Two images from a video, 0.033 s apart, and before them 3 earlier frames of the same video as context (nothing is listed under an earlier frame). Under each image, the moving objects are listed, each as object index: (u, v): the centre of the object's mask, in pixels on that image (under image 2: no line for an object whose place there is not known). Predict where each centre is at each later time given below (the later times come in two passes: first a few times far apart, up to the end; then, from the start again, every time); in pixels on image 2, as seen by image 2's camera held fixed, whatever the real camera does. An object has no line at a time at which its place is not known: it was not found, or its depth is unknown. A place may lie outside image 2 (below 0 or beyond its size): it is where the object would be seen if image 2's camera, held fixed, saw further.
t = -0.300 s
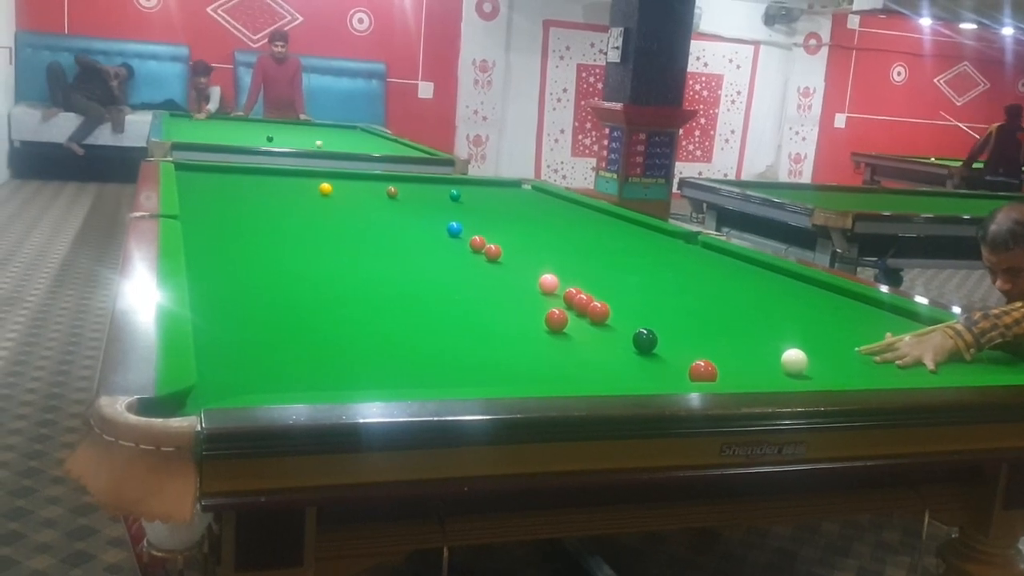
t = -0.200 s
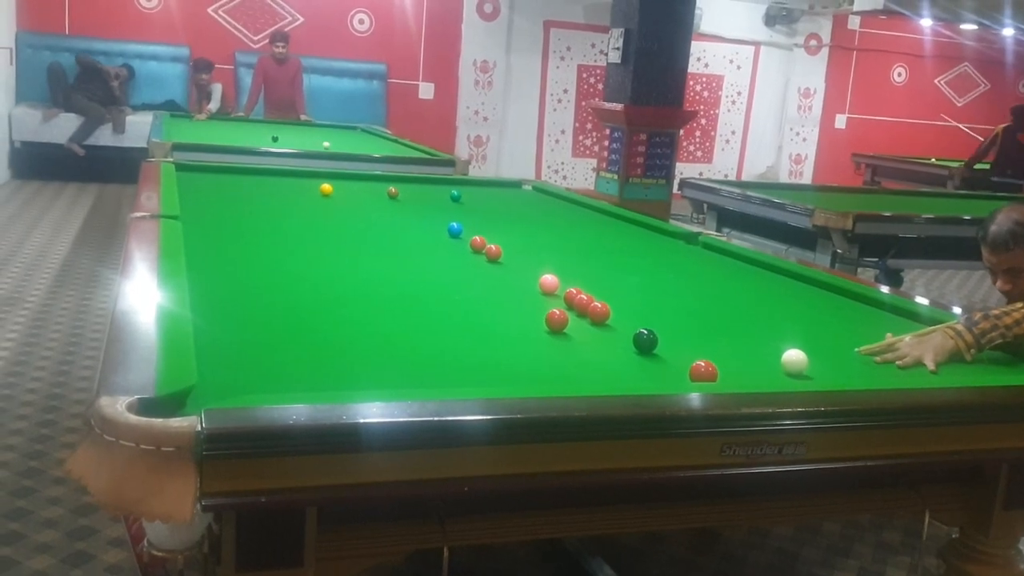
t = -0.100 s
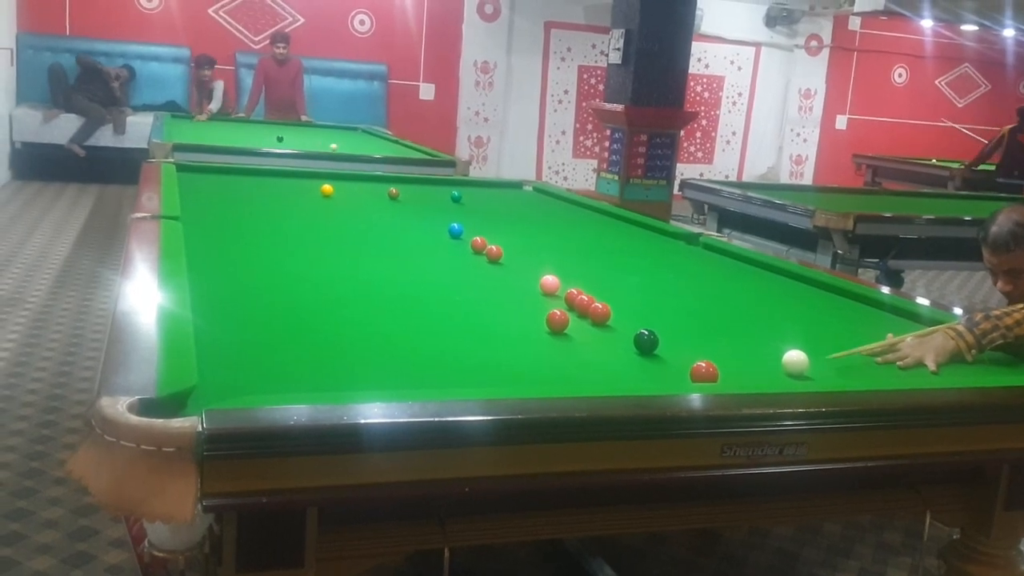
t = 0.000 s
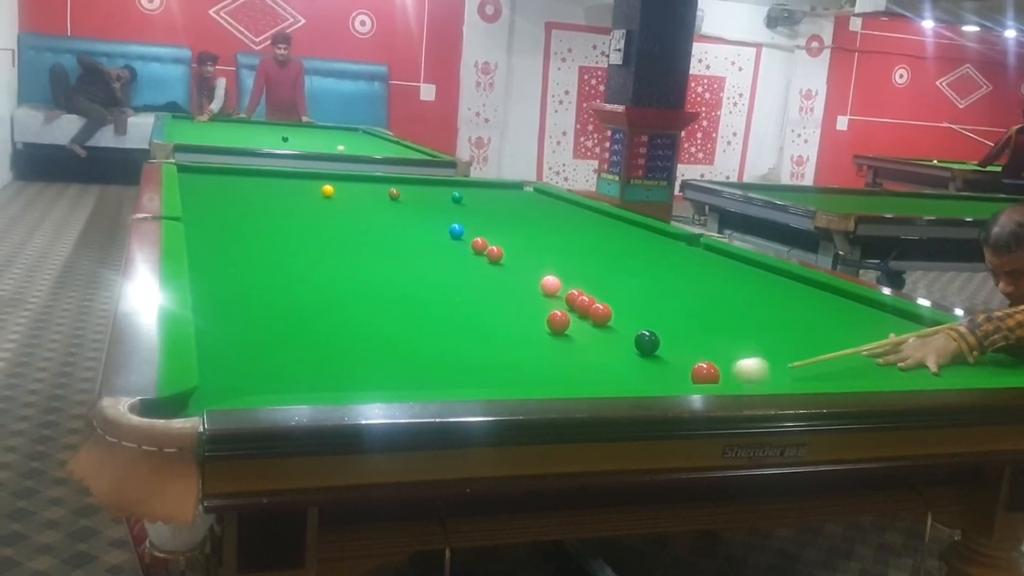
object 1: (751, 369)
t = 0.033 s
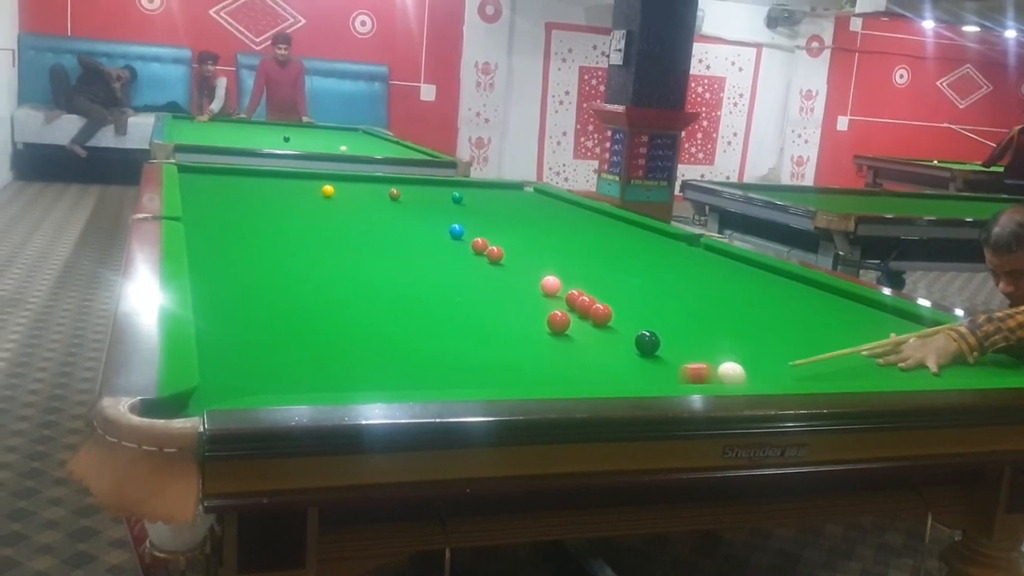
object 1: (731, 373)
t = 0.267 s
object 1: (745, 376)
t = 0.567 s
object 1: (740, 369)
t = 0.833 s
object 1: (738, 360)
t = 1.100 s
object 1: (736, 353)
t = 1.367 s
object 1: (735, 348)
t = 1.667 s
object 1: (734, 344)
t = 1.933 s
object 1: (734, 341)
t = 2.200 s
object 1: (735, 340)
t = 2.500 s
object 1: (735, 339)
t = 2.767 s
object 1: (735, 340)
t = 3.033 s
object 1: (735, 339)
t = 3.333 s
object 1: (735, 339)
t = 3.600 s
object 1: (735, 339)
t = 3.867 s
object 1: (735, 340)
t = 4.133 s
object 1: (734, 339)
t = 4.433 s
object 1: (734, 339)
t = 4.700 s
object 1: (735, 340)
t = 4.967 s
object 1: (735, 340)
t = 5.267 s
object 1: (735, 340)
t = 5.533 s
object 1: (735, 340)
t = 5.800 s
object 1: (735, 339)
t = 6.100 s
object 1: (735, 339)
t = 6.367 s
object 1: (735, 339)
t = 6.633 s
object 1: (735, 340)
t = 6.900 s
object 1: (735, 339)
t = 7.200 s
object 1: (735, 339)
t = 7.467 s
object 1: (735, 340)
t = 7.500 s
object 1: (735, 340)
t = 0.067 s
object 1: (736, 375)
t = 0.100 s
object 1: (740, 376)
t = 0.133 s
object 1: (744, 378)
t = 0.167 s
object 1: (747, 378)
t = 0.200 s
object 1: (747, 378)
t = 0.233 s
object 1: (746, 377)
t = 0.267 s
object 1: (745, 376)
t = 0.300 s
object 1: (745, 375)
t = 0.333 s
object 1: (744, 375)
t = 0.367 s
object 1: (743, 373)
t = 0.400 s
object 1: (743, 372)
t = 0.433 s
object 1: (743, 372)
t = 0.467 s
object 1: (742, 371)
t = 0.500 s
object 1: (742, 370)
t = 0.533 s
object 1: (741, 369)
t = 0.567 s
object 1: (740, 369)
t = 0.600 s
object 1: (740, 367)
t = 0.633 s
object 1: (740, 366)
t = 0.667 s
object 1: (739, 365)
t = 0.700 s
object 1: (739, 364)
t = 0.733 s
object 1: (739, 363)
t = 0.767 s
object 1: (738, 362)
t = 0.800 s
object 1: (738, 361)
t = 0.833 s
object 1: (738, 360)
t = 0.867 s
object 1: (738, 359)
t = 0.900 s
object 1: (738, 358)
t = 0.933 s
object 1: (737, 357)
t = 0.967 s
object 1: (737, 356)
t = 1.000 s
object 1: (737, 356)
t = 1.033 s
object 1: (736, 355)
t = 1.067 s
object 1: (736, 354)
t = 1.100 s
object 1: (736, 353)
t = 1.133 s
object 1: (736, 352)
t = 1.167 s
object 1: (735, 352)
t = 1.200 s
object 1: (735, 351)
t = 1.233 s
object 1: (735, 350)
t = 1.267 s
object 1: (735, 349)
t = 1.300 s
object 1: (735, 349)
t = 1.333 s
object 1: (735, 348)
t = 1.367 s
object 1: (735, 348)
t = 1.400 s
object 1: (734, 347)
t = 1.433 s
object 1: (734, 347)
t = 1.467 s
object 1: (734, 346)
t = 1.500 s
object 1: (734, 346)
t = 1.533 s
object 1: (734, 345)
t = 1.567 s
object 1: (734, 345)
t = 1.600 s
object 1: (734, 345)
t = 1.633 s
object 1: (734, 344)
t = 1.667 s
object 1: (734, 344)
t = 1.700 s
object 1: (734, 343)
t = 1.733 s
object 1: (734, 342)
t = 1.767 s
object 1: (734, 342)
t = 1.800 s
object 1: (734, 342)
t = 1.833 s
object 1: (734, 342)
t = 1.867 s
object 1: (734, 341)
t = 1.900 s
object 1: (734, 341)
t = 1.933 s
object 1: (734, 341)
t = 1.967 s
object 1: (734, 341)
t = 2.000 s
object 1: (735, 340)
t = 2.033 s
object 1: (734, 340)
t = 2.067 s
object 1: (735, 340)
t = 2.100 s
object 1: (735, 340)
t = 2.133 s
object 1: (735, 340)
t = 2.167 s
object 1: (735, 340)
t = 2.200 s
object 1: (735, 340)
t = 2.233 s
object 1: (735, 339)
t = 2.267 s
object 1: (735, 339)
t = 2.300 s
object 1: (735, 339)
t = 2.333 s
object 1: (735, 339)
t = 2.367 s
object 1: (735, 339)
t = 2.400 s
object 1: (735, 339)
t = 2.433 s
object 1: (735, 339)
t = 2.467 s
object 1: (735, 339)
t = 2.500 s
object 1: (735, 339)
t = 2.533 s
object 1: (735, 339)
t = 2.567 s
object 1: (735, 339)
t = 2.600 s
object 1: (735, 339)
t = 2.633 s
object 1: (735, 339)
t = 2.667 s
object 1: (735, 339)
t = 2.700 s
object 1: (735, 340)
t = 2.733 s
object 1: (735, 339)
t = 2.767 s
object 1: (735, 340)
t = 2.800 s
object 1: (735, 339)
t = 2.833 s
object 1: (735, 339)
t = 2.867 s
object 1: (735, 339)
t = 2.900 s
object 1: (735, 339)
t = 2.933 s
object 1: (735, 339)
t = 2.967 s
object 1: (735, 339)
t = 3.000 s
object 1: (735, 339)
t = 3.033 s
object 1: (735, 339)
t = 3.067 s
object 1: (735, 340)
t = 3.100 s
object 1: (735, 339)
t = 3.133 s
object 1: (735, 339)
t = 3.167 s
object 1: (735, 339)
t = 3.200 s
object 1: (735, 339)
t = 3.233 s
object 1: (735, 339)
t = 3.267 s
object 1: (735, 339)
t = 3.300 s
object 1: (735, 339)
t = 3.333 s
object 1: (735, 339)
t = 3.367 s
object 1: (735, 339)
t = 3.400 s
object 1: (735, 339)
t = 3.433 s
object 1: (735, 339)
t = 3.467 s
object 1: (735, 339)
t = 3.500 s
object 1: (735, 339)
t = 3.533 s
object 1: (735, 339)
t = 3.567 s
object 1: (735, 340)
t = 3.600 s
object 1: (735, 339)
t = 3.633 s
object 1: (735, 339)
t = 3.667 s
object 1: (735, 339)
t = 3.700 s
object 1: (735, 339)
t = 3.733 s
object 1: (735, 340)
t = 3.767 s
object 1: (735, 340)
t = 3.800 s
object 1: (735, 340)
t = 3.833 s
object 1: (735, 340)
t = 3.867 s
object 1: (735, 340)
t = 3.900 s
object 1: (735, 340)
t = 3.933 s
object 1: (735, 340)
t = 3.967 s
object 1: (735, 339)
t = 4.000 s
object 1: (735, 340)
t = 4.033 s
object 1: (735, 339)
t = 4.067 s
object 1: (735, 339)
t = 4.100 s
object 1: (734, 339)
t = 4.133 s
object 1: (734, 339)
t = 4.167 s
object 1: (734, 339)
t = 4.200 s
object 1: (734, 339)
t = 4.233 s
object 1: (733, 339)
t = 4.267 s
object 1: (733, 339)
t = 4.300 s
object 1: (733, 339)
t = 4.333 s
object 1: (733, 339)
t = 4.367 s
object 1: (733, 339)
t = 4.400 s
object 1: (734, 339)
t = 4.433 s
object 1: (734, 339)
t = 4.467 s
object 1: (734, 339)
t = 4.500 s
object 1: (735, 339)
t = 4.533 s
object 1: (735, 339)
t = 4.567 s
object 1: (735, 339)
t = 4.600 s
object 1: (735, 339)
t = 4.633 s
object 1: (735, 339)
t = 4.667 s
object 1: (735, 339)
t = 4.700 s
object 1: (735, 340)
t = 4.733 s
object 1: (735, 339)
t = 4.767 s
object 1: (735, 339)
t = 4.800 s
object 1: (735, 340)
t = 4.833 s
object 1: (735, 340)
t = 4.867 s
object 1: (735, 340)
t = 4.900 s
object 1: (735, 340)
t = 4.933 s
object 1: (735, 340)
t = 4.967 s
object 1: (735, 340)
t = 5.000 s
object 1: (735, 340)
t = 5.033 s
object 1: (735, 340)
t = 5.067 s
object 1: (735, 340)
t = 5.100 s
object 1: (735, 340)
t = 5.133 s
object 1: (736, 340)
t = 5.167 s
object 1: (735, 340)
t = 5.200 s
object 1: (735, 340)
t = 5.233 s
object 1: (735, 340)
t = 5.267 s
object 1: (735, 340)
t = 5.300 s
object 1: (735, 340)
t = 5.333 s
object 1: (735, 340)
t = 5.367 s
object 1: (735, 340)
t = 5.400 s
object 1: (735, 340)
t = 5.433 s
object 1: (735, 339)
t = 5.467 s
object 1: (735, 340)
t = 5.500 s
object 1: (735, 339)
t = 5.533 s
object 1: (735, 340)
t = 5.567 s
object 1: (735, 340)
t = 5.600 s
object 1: (735, 339)
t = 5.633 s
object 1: (735, 339)
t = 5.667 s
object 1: (735, 339)
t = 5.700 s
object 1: (735, 339)
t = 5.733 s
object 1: (735, 339)
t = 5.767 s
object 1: (735, 339)
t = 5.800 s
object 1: (735, 339)
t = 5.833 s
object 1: (735, 340)
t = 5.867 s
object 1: (735, 339)
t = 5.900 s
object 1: (735, 339)
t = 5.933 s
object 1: (735, 339)
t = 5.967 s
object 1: (735, 339)
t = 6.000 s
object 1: (735, 339)
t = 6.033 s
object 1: (735, 339)
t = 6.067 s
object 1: (735, 340)
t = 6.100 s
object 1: (735, 339)
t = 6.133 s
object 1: (735, 340)
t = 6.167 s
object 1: (735, 340)
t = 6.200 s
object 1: (735, 339)
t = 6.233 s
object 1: (735, 339)
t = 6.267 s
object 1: (735, 339)
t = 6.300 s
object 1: (735, 339)
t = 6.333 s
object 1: (735, 339)
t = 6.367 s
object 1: (735, 339)
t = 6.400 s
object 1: (735, 339)
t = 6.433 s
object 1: (735, 339)
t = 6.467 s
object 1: (735, 339)
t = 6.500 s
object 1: (735, 340)
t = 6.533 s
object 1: (735, 340)
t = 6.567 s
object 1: (735, 340)
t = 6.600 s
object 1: (735, 340)
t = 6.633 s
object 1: (735, 340)
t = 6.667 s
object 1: (735, 340)
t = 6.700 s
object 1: (735, 340)
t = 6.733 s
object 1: (735, 340)
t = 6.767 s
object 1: (735, 339)
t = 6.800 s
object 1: (735, 340)
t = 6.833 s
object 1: (735, 340)
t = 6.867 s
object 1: (735, 340)
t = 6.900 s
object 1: (735, 339)
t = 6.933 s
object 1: (735, 340)
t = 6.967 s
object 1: (735, 340)
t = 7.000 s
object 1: (735, 339)
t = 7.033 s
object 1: (735, 339)
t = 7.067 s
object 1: (735, 339)
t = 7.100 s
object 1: (735, 339)
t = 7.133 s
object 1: (735, 339)
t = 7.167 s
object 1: (735, 339)
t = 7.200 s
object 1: (735, 339)
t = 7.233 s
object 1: (735, 339)
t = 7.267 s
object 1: (735, 339)
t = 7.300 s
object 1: (735, 339)
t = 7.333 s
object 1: (735, 339)
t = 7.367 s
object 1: (735, 339)
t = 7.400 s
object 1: (735, 339)
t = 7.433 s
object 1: (735, 340)
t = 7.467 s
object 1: (735, 340)
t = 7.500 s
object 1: (735, 340)
